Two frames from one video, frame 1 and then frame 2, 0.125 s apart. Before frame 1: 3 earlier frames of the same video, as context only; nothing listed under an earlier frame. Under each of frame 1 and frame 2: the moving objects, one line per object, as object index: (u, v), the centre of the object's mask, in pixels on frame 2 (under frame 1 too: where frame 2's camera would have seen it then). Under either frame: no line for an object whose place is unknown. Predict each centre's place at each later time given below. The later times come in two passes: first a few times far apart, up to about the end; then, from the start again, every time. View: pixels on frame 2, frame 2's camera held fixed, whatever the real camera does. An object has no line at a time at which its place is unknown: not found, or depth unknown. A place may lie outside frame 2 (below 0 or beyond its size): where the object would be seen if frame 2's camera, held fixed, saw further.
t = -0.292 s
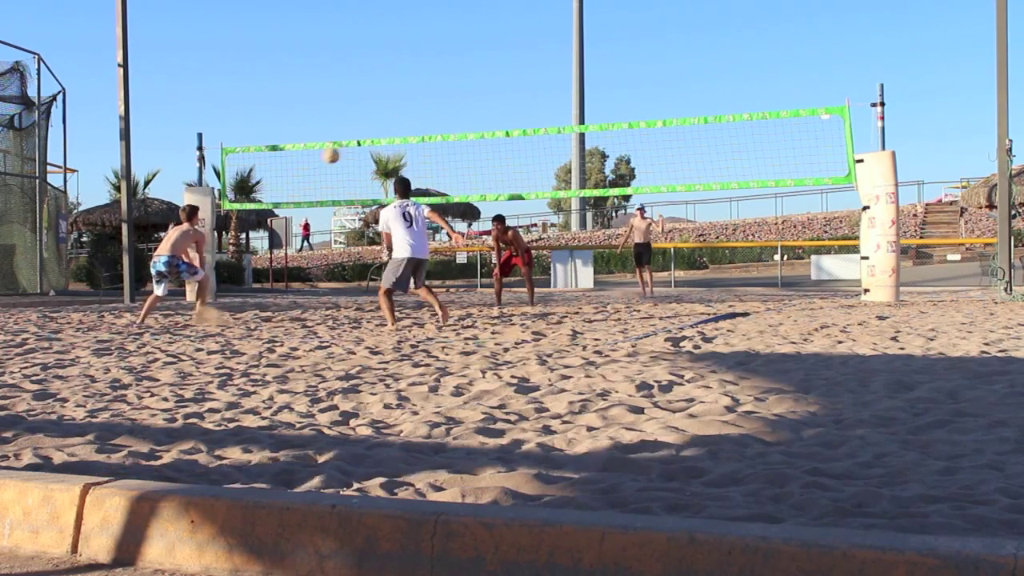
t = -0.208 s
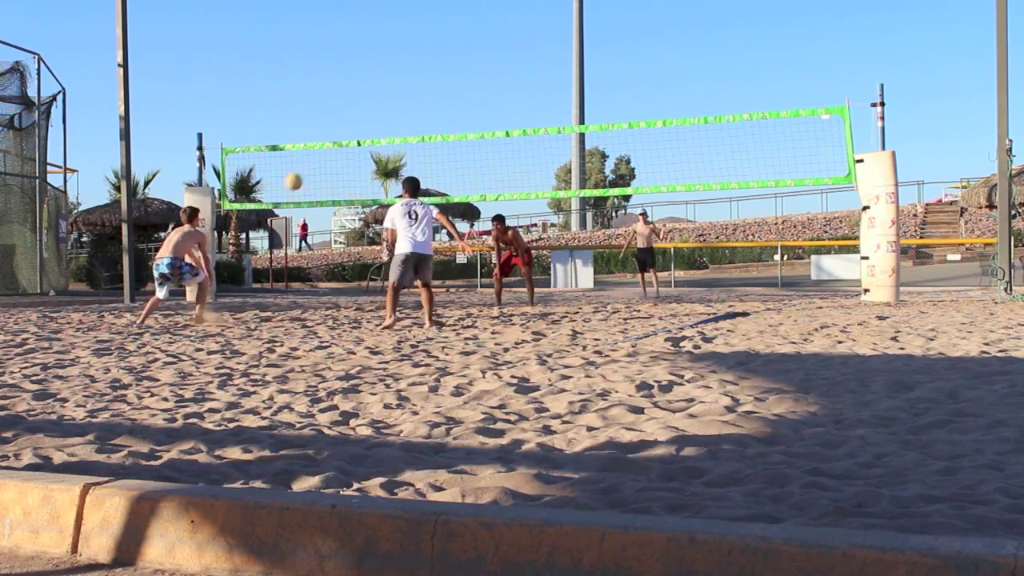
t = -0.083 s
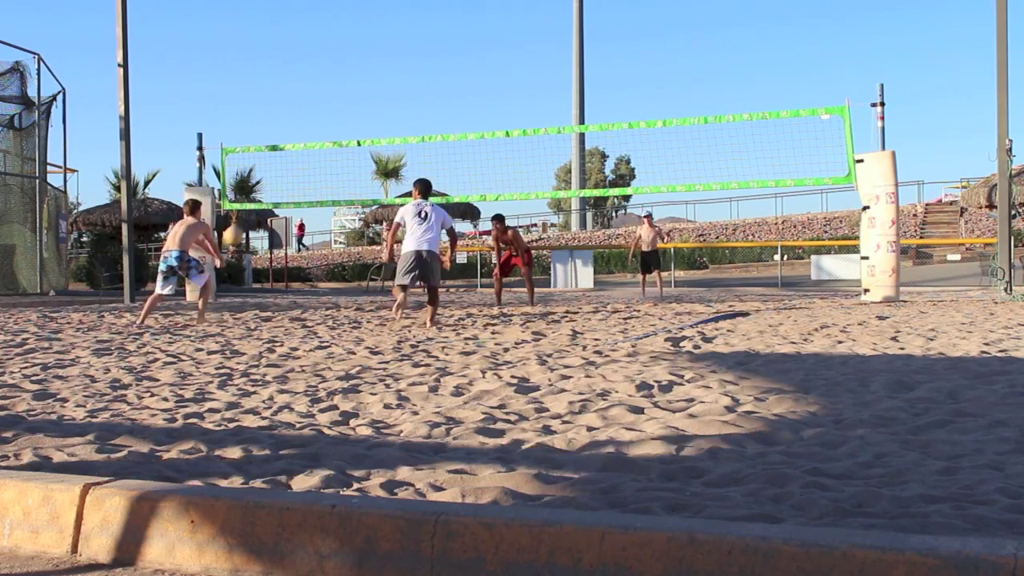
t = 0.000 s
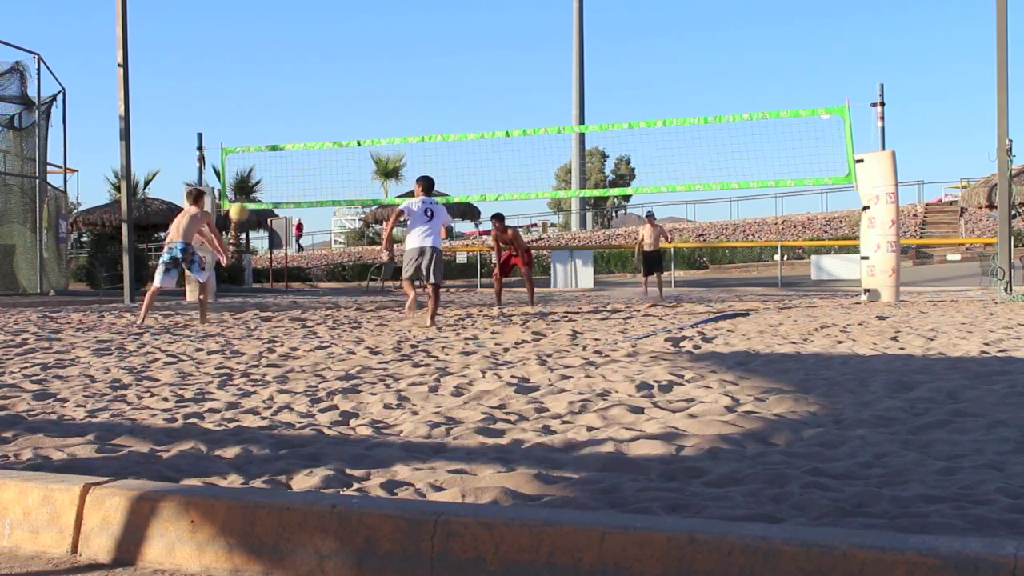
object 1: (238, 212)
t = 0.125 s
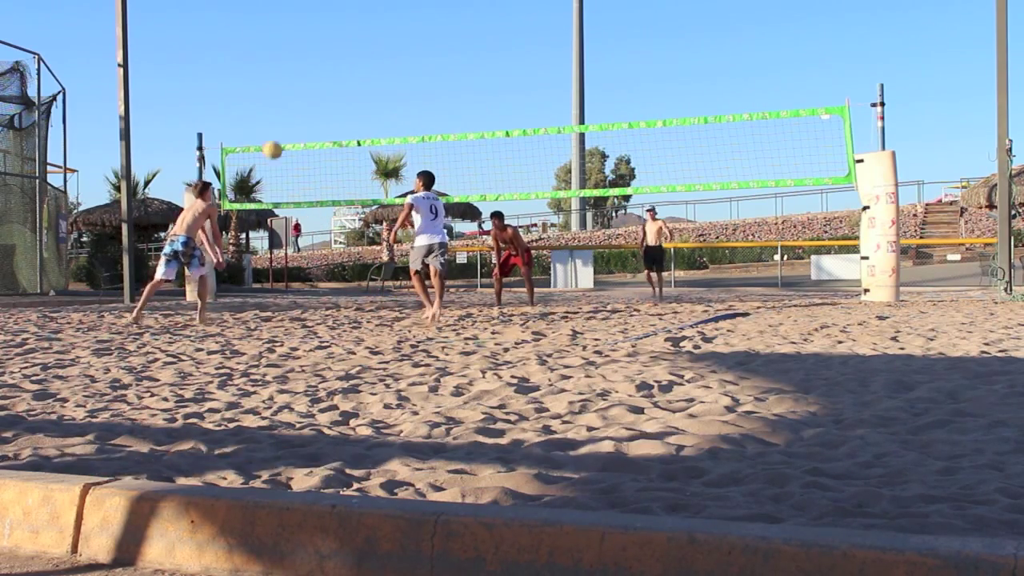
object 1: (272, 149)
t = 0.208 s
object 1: (295, 116)
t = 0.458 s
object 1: (359, 51)
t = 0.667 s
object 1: (412, 35)
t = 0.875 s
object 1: (464, 55)
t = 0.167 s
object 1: (283, 132)
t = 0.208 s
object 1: (295, 116)
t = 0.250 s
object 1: (305, 102)
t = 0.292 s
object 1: (316, 88)
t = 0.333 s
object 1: (327, 77)
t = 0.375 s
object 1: (338, 67)
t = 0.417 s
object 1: (348, 58)
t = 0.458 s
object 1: (359, 51)
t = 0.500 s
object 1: (369, 45)
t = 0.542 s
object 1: (380, 40)
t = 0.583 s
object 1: (390, 37)
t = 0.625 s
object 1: (401, 36)
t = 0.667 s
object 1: (412, 35)
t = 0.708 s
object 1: (422, 36)
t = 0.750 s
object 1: (433, 39)
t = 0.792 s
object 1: (443, 43)
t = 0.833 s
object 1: (454, 48)
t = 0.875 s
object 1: (464, 55)
